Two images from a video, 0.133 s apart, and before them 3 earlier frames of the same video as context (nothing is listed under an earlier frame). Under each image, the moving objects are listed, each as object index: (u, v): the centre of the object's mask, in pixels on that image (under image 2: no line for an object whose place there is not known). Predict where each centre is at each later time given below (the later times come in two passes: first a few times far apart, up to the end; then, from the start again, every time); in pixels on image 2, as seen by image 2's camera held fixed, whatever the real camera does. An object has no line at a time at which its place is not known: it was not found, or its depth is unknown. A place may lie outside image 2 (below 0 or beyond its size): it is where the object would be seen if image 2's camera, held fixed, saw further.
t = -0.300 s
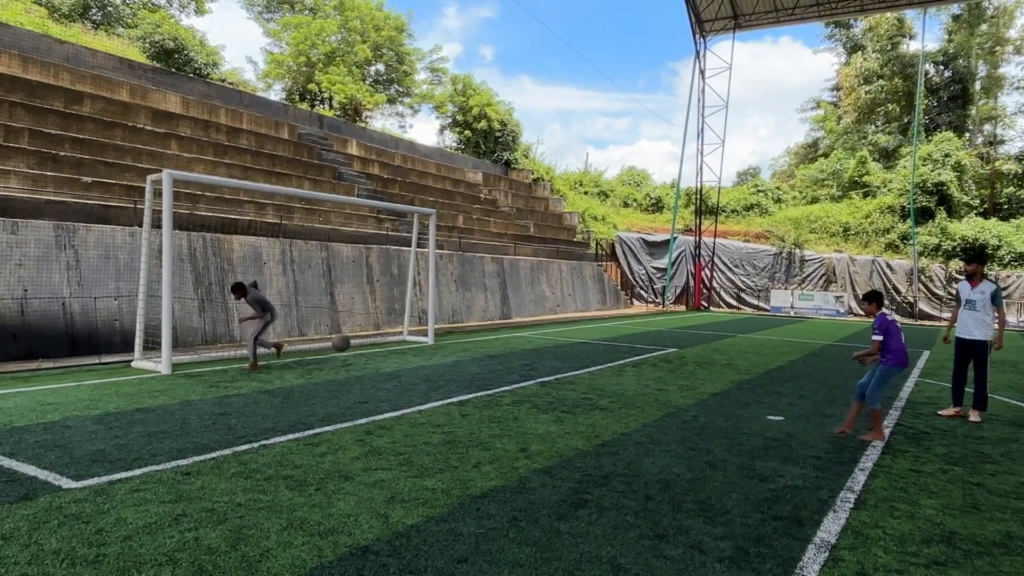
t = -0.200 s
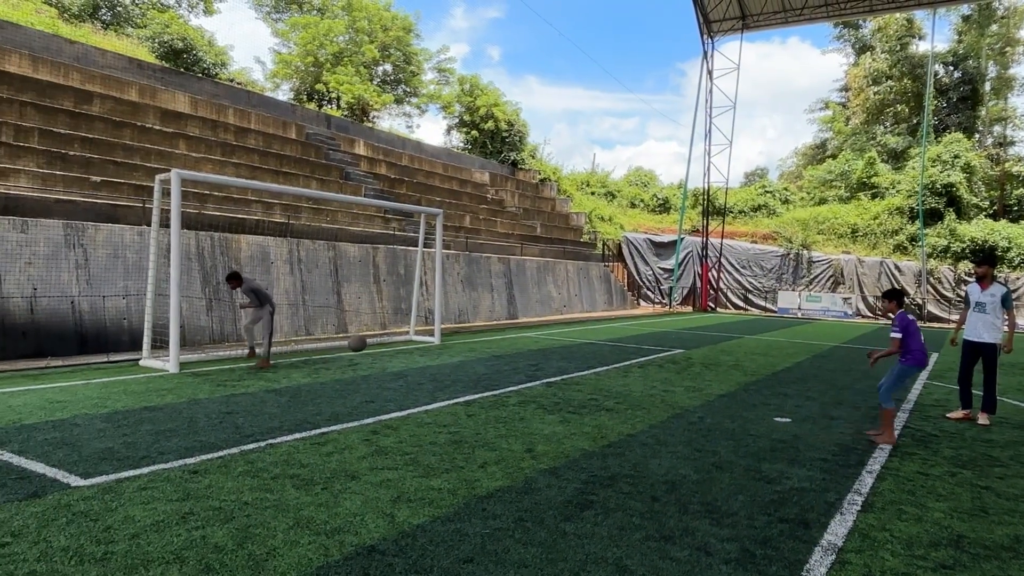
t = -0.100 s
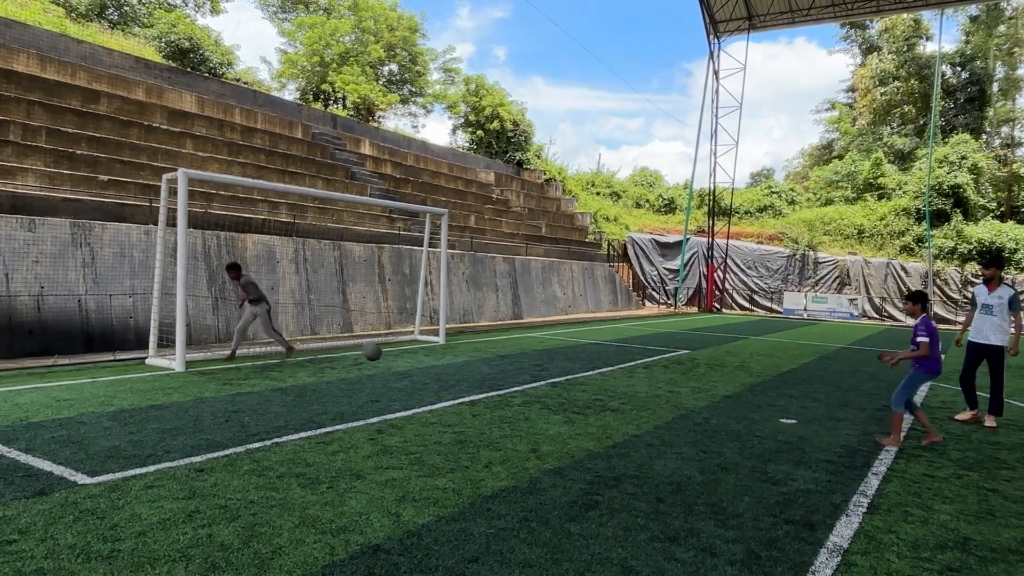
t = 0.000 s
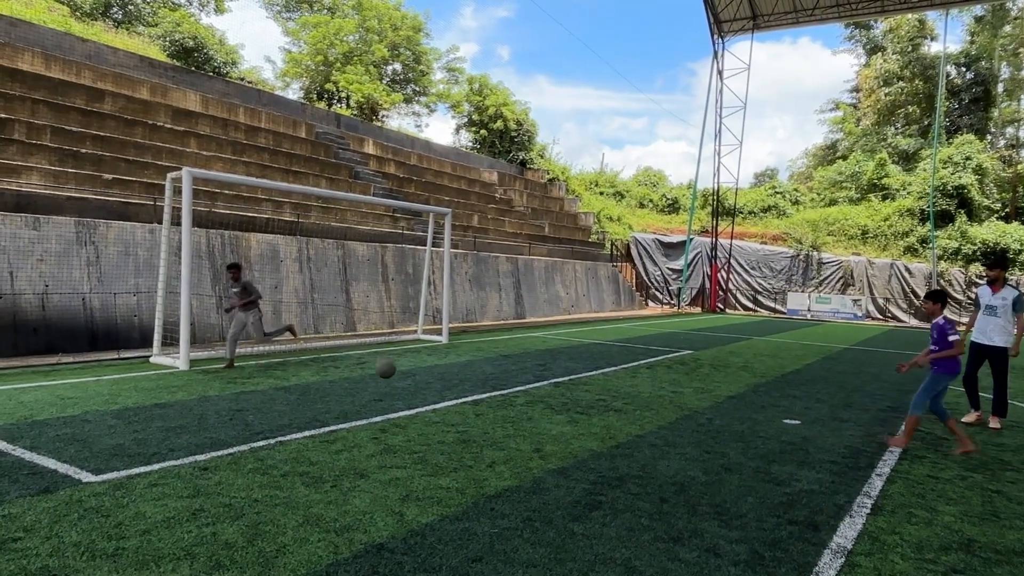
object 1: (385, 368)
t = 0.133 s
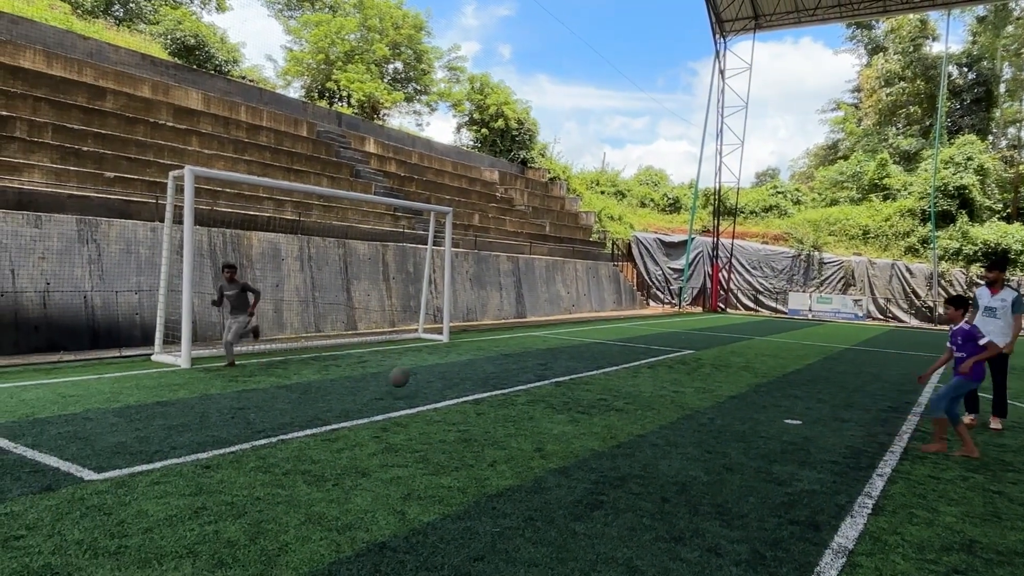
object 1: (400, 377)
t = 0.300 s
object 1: (411, 376)
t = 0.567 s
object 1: (437, 399)
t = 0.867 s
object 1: (475, 421)
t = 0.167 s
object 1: (401, 375)
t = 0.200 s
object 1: (404, 374)
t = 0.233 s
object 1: (406, 374)
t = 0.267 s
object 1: (408, 374)
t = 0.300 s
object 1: (411, 376)
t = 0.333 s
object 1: (413, 378)
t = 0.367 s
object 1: (416, 382)
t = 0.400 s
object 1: (419, 387)
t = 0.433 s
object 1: (422, 393)
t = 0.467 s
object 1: (425, 400)
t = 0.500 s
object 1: (429, 399)
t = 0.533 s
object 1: (433, 398)
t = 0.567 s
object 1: (437, 399)
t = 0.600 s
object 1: (441, 400)
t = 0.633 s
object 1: (445, 403)
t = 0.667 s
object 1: (449, 407)
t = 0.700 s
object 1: (454, 412)
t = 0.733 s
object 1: (458, 413)
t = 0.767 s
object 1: (460, 413)
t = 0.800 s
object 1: (466, 415)
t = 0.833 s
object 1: (469, 418)
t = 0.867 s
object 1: (475, 421)
